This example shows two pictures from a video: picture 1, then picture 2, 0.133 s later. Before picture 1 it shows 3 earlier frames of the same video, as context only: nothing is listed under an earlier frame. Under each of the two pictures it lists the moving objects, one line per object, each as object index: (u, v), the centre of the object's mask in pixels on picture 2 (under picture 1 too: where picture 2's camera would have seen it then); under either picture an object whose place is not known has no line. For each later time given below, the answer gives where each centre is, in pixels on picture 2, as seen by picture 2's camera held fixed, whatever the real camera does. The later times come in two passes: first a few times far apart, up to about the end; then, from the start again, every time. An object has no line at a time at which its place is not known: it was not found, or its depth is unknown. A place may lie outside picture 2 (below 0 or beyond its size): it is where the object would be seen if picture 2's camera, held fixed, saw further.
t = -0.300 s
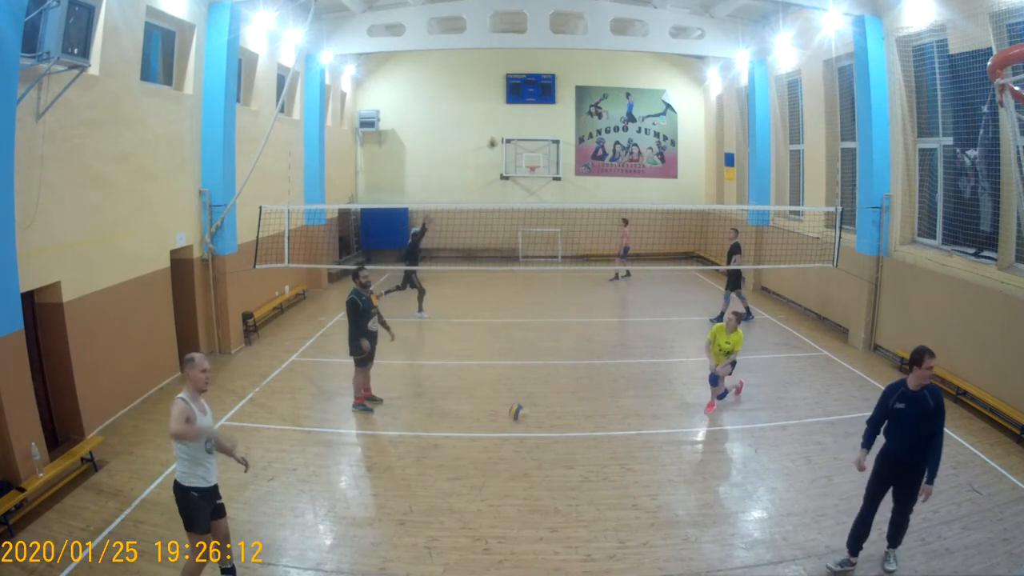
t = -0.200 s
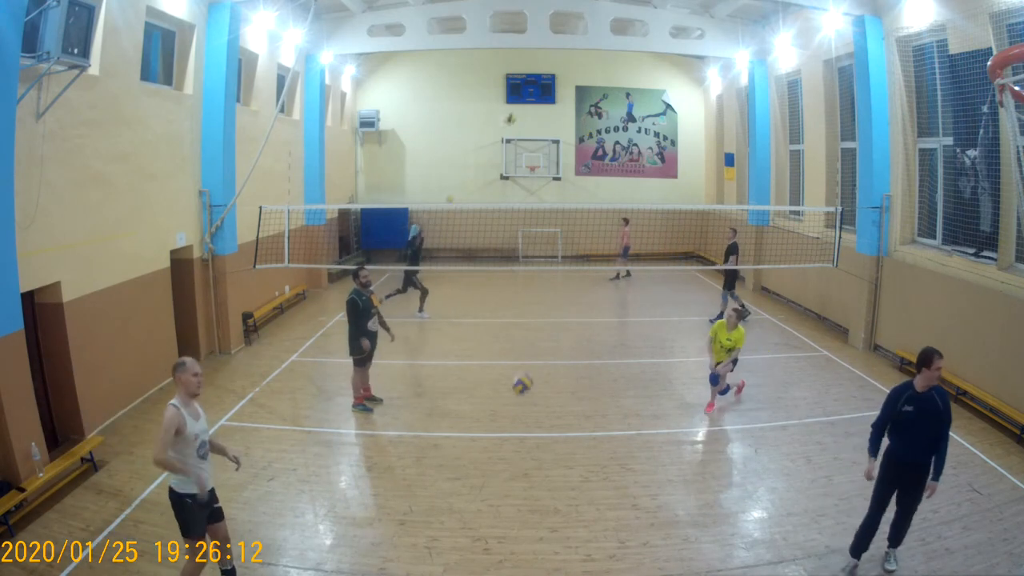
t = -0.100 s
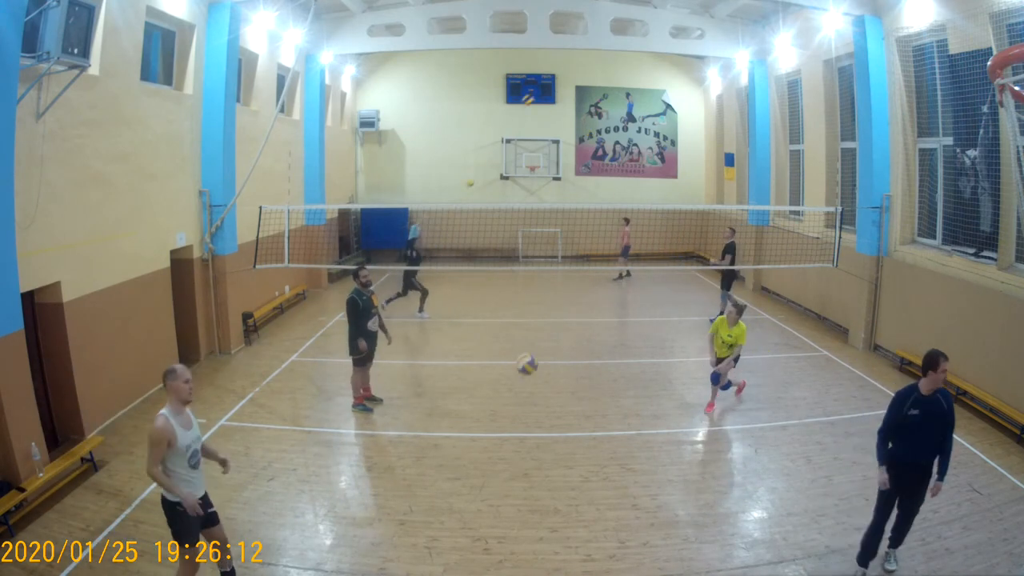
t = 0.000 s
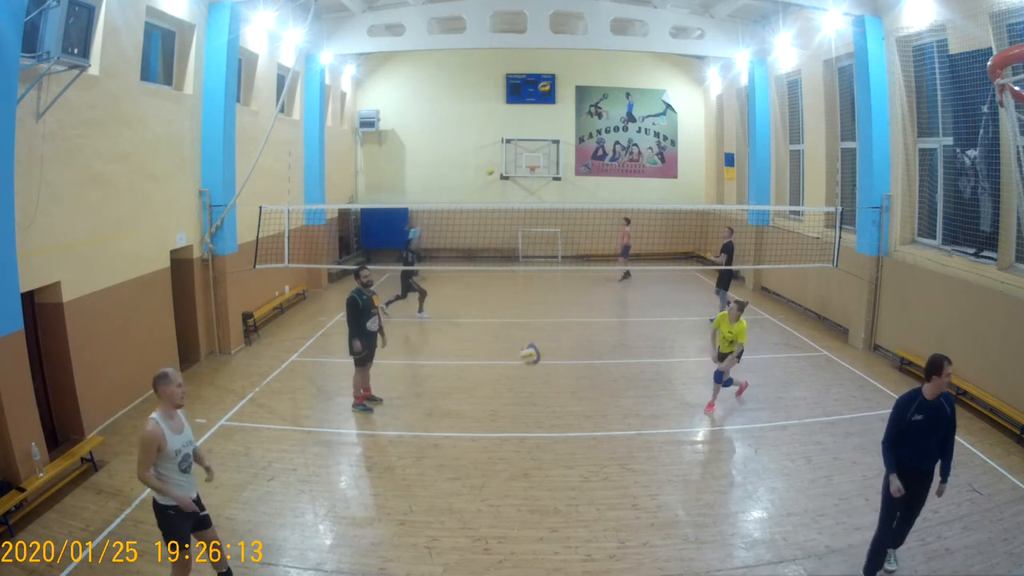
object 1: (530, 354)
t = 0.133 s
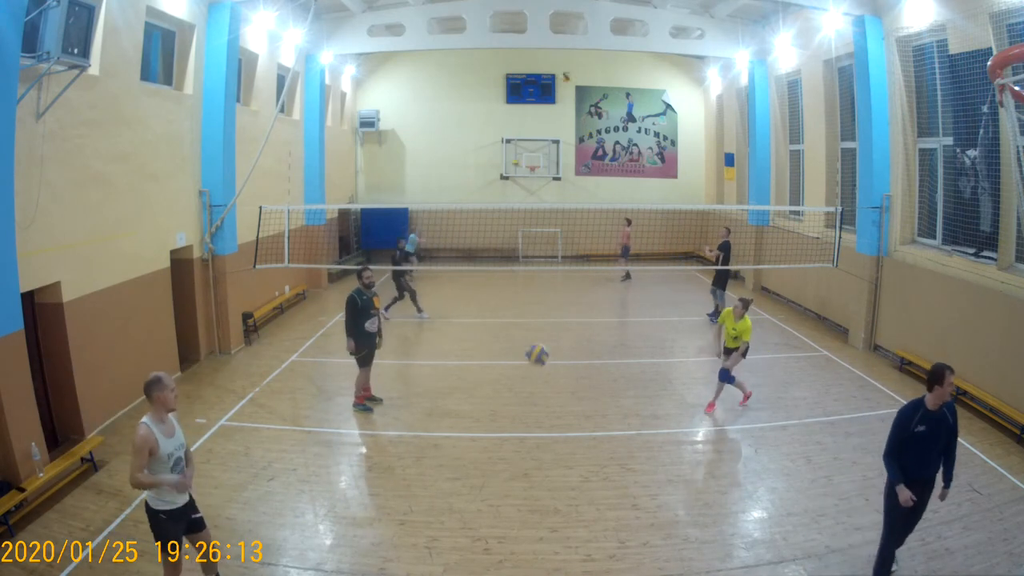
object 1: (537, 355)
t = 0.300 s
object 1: (544, 384)
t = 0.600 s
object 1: (555, 492)
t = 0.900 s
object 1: (571, 438)
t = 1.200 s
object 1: (583, 476)
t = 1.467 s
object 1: (594, 510)
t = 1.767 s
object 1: (606, 503)
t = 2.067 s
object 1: (615, 541)
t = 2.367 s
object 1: (630, 558)
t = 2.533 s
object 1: (638, 566)
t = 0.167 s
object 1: (538, 358)
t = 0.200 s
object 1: (539, 363)
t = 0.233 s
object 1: (540, 369)
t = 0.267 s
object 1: (542, 376)
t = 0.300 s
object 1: (544, 384)
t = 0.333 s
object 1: (544, 394)
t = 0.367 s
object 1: (544, 404)
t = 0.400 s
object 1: (548, 414)
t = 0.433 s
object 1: (549, 428)
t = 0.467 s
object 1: (551, 442)
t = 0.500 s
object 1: (552, 457)
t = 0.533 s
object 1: (553, 473)
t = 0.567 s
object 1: (554, 488)
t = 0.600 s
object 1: (555, 492)
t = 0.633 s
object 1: (556, 483)
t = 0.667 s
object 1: (558, 474)
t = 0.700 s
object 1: (560, 465)
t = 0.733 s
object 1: (562, 459)
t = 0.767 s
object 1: (563, 453)
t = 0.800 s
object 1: (566, 448)
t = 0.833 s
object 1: (568, 442)
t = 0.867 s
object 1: (570, 440)
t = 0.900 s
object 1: (571, 438)
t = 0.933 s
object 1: (572, 438)
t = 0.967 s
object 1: (573, 438)
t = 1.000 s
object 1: (575, 439)
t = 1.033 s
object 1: (576, 442)
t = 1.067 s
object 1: (578, 446)
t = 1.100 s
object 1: (579, 451)
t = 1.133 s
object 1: (581, 458)
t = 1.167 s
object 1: (582, 465)
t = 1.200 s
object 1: (583, 476)
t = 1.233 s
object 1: (585, 485)
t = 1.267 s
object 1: (586, 497)
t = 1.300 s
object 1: (588, 509)
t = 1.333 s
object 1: (590, 521)
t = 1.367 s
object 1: (589, 530)
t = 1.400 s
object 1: (591, 522)
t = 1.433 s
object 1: (593, 515)
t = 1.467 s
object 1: (594, 510)
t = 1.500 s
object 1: (595, 504)
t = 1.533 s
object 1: (597, 500)
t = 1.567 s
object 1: (598, 498)
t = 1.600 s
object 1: (600, 496)
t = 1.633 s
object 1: (601, 496)
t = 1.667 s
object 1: (602, 495)
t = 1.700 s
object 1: (603, 497)
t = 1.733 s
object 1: (605, 500)
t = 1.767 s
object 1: (606, 503)
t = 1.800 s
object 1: (607, 510)
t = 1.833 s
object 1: (607, 516)
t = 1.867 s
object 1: (608, 524)
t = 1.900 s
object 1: (609, 534)
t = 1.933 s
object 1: (609, 544)
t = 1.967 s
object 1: (609, 554)
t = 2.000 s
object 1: (611, 549)
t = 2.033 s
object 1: (613, 545)
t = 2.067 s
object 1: (615, 541)
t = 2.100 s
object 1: (618, 538)
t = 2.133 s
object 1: (619, 536)
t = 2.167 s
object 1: (621, 536)
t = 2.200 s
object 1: (623, 536)
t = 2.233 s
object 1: (625, 538)
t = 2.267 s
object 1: (627, 542)
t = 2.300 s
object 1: (628, 547)
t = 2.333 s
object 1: (629, 552)
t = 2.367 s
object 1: (630, 558)
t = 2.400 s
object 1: (631, 565)
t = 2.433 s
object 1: (632, 570)
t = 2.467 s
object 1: (633, 569)
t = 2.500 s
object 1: (635, 567)
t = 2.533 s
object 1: (638, 566)
